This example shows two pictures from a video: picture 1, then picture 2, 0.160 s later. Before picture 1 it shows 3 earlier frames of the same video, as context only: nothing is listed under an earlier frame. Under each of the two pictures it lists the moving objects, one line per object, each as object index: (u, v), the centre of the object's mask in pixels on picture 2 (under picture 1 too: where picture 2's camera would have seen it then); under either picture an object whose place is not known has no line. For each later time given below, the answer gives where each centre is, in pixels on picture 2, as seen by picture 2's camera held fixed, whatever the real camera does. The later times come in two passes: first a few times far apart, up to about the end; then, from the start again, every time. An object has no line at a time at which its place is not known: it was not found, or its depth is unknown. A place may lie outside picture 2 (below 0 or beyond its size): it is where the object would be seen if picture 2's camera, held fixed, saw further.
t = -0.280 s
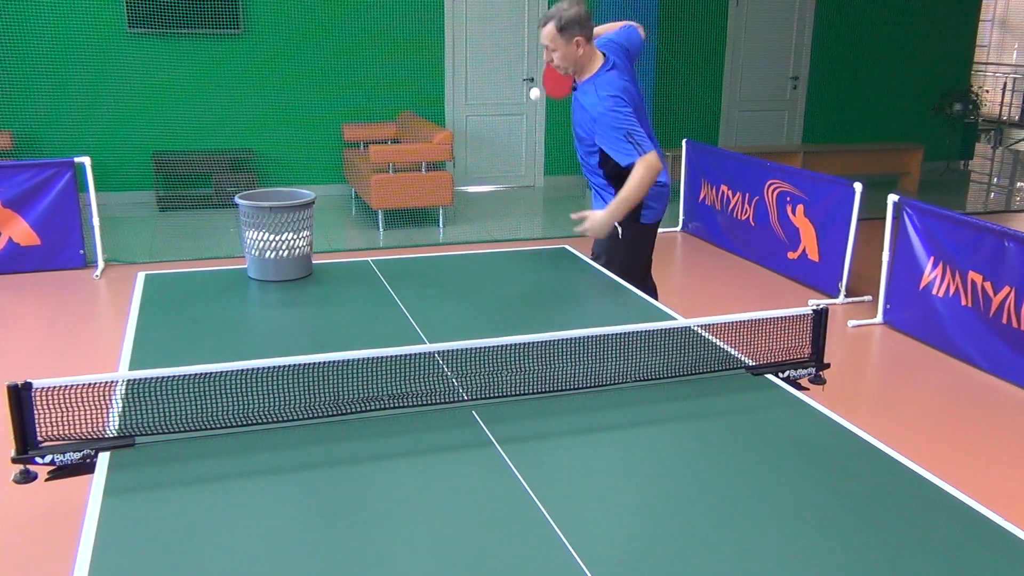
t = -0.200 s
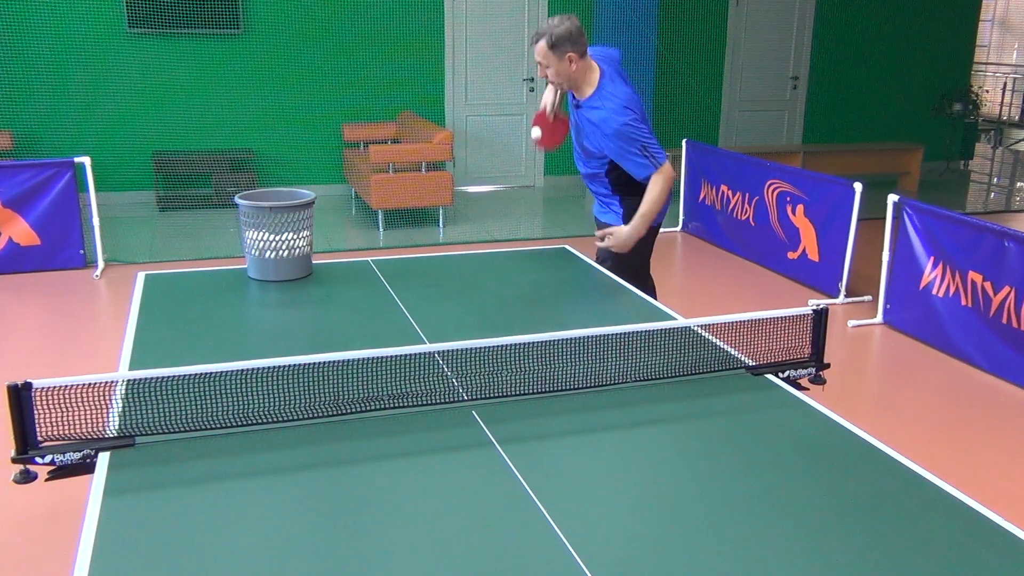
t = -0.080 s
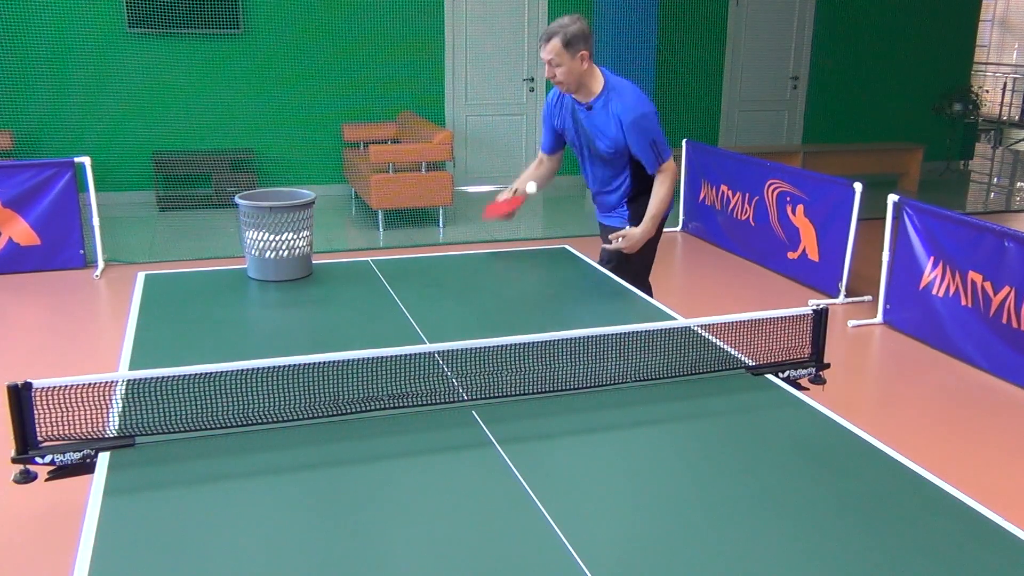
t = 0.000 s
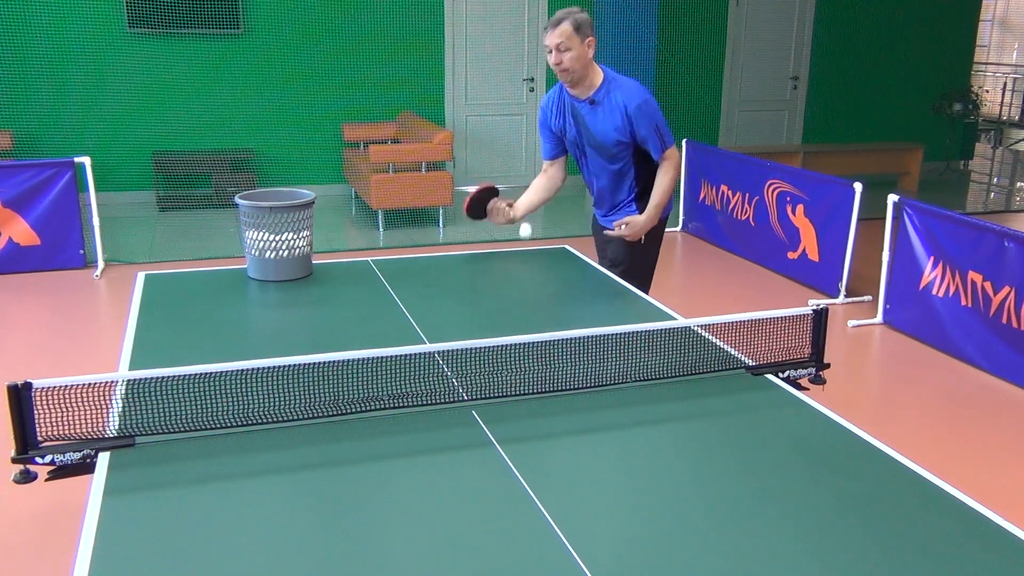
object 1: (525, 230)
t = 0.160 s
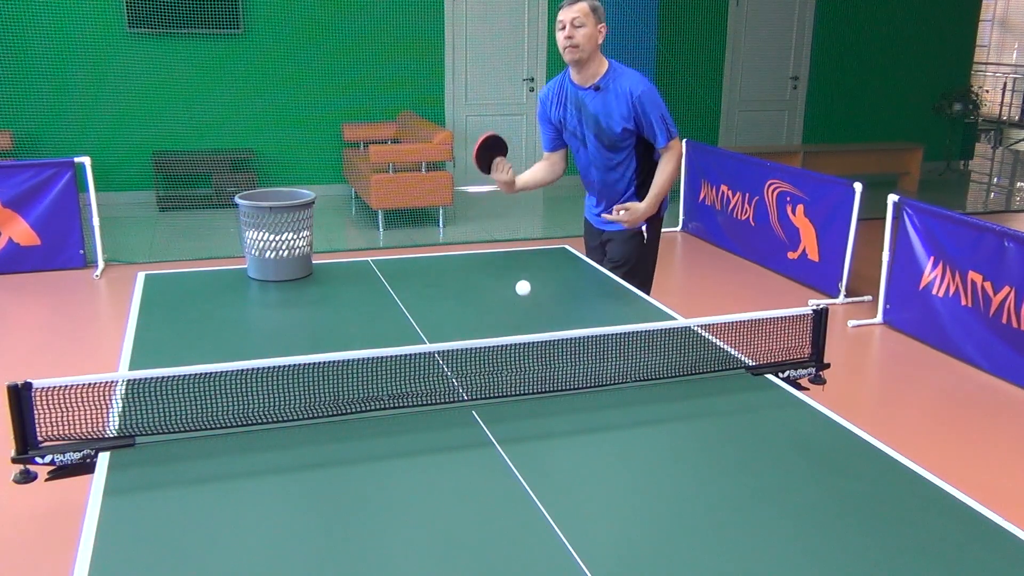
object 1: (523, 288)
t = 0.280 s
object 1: (531, 300)
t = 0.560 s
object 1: (580, 439)
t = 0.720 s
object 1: (631, 507)
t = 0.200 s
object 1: (525, 286)
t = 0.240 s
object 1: (528, 290)
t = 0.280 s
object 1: (531, 300)
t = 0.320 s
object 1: (535, 319)
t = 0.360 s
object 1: (539, 346)
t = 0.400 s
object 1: (544, 382)
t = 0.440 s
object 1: (550, 430)
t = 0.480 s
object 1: (558, 458)
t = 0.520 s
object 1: (569, 445)
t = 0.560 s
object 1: (580, 439)
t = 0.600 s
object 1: (591, 442)
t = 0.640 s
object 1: (604, 453)
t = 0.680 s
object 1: (617, 474)
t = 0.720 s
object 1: (631, 507)
